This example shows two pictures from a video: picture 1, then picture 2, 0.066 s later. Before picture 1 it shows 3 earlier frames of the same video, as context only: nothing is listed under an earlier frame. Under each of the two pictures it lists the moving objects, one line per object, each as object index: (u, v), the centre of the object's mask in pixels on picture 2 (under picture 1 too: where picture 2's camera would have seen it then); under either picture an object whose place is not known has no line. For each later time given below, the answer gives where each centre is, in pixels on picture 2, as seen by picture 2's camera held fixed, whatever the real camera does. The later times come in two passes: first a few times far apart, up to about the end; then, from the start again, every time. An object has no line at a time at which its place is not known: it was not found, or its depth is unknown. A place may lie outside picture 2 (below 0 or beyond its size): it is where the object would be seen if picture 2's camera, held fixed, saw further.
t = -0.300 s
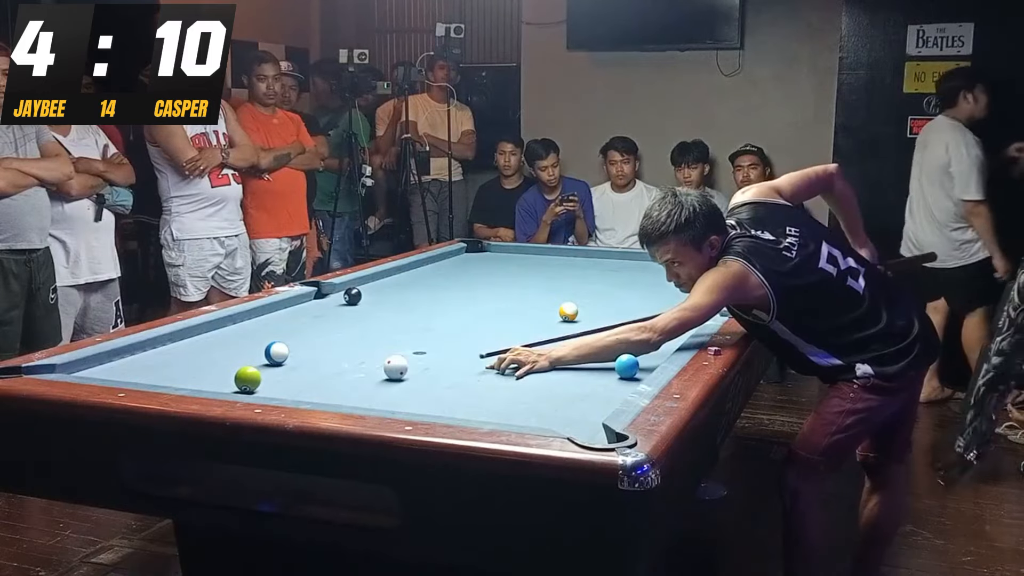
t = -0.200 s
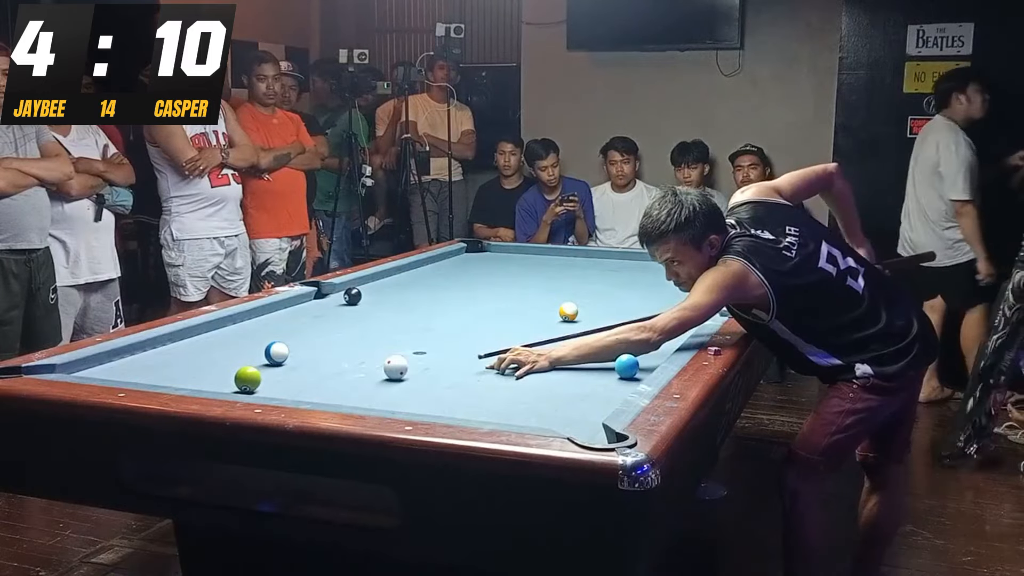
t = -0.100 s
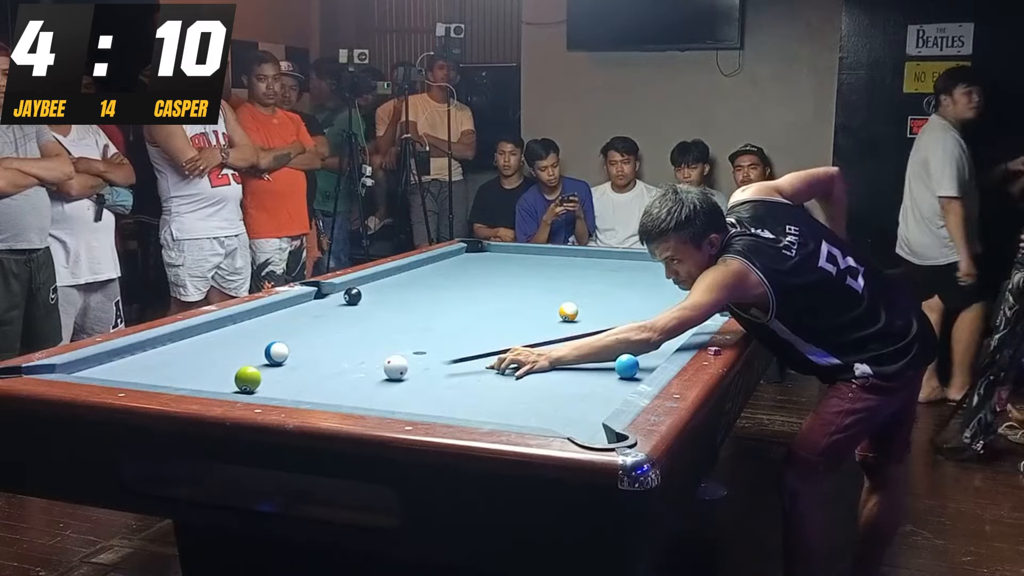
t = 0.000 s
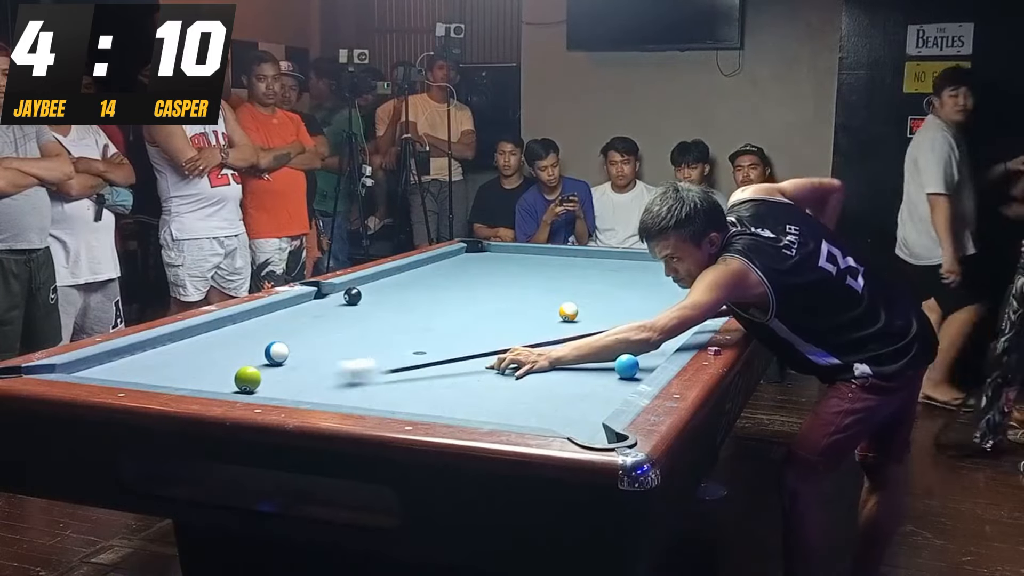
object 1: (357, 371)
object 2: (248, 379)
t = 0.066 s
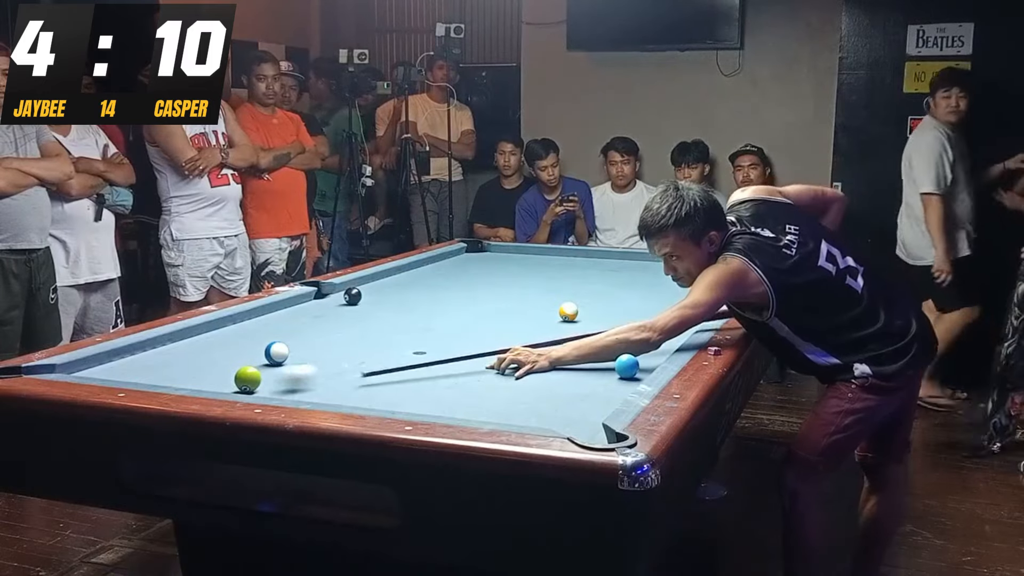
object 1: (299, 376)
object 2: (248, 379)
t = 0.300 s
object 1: (254, 389)
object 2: (142, 373)
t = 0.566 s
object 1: (326, 389)
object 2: (30, 371)
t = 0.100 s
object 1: (273, 381)
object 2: (245, 378)
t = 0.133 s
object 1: (269, 383)
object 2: (224, 377)
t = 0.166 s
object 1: (264, 385)
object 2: (205, 376)
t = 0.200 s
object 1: (260, 386)
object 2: (187, 375)
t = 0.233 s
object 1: (255, 387)
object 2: (172, 375)
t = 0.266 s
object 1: (251, 389)
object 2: (157, 374)
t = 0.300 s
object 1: (254, 389)
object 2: (142, 373)
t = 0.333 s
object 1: (264, 389)
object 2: (127, 372)
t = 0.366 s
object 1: (273, 389)
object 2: (112, 371)
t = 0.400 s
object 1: (282, 389)
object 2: (98, 370)
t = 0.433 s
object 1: (291, 389)
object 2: (83, 369)
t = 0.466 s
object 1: (300, 389)
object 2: (68, 368)
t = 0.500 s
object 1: (309, 389)
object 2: (54, 368)
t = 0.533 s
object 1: (318, 389)
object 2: (40, 368)
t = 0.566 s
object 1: (326, 389)
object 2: (30, 371)
